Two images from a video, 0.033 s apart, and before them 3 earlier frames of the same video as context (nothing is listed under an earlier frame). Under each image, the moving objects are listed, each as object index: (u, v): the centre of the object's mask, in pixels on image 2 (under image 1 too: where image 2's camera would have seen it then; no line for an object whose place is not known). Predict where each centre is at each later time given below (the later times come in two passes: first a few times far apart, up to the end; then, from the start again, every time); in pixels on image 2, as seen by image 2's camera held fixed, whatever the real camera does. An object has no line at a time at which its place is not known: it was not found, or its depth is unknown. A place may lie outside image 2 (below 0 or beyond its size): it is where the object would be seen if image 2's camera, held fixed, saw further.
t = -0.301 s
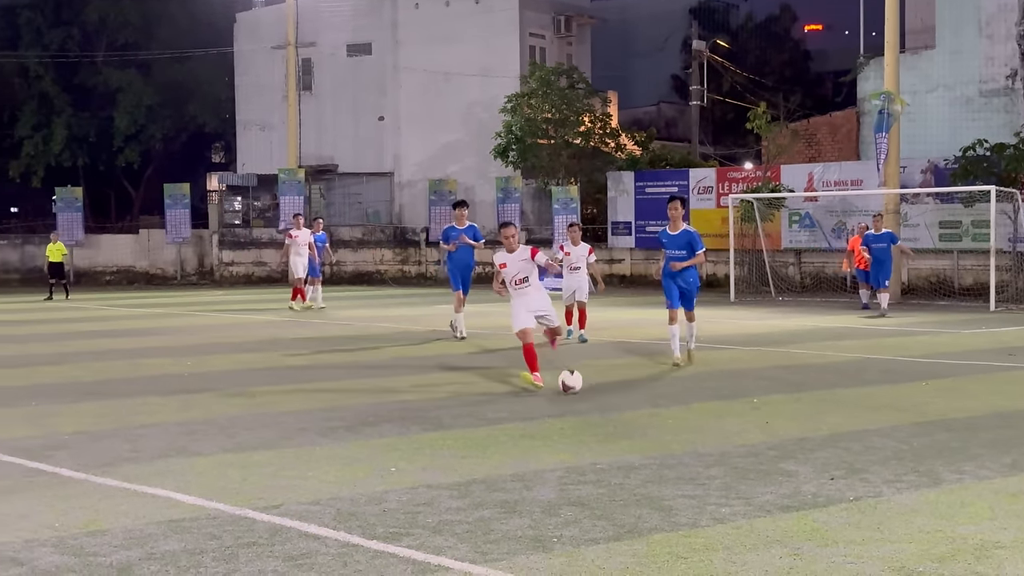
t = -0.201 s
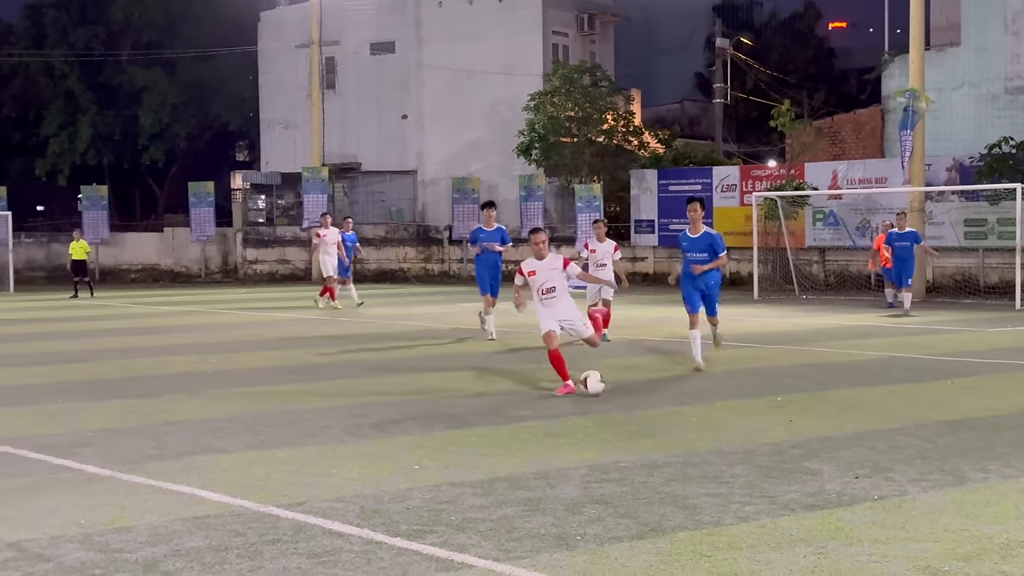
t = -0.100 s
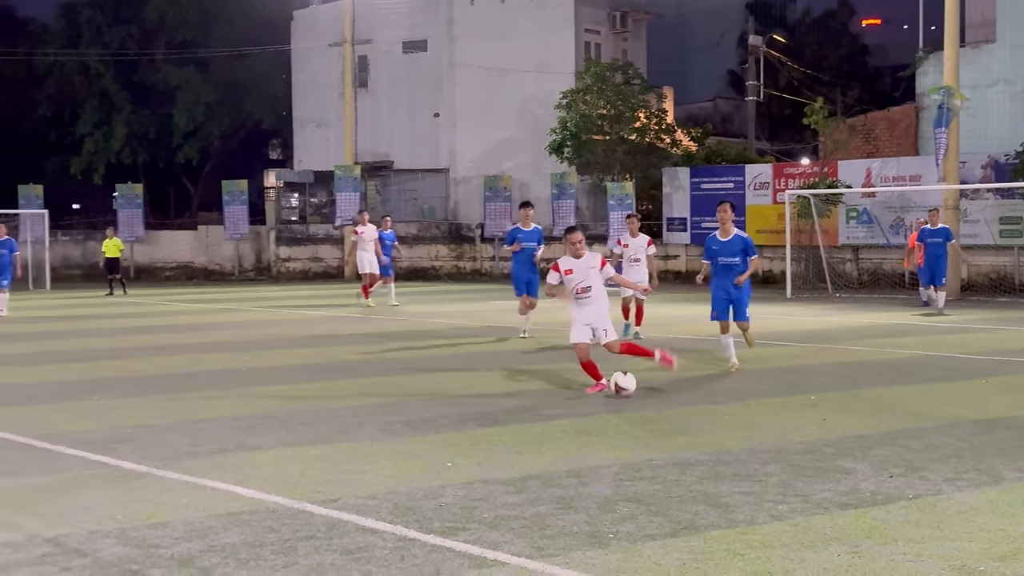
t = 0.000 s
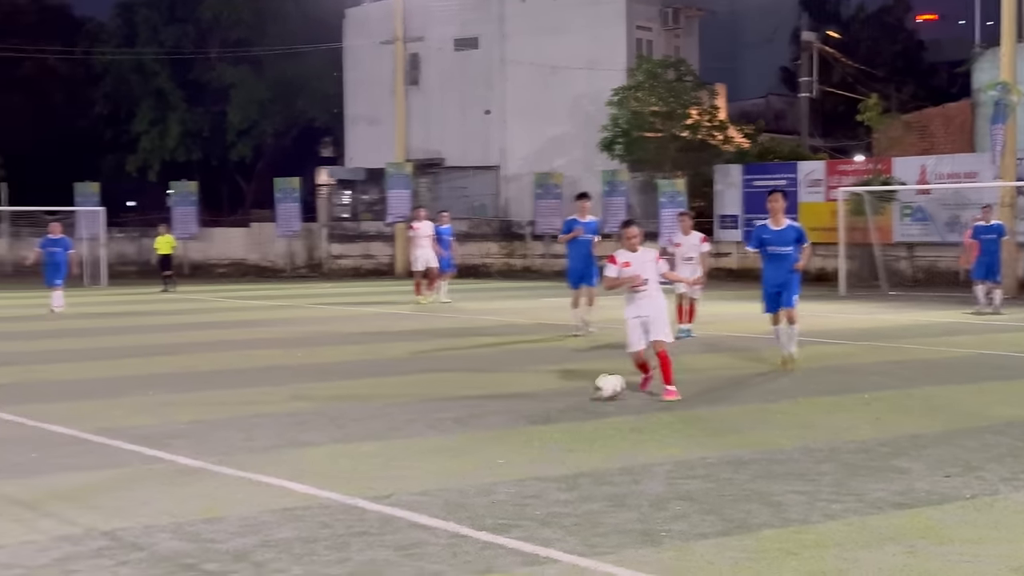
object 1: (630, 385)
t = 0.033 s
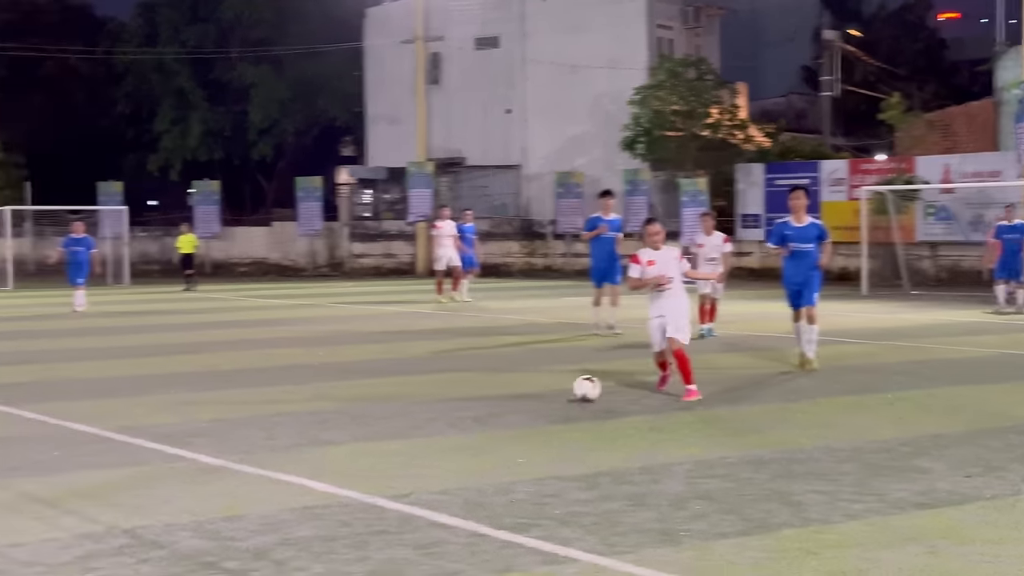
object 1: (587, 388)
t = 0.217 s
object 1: (365, 393)
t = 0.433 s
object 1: (109, 400)
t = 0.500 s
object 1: (29, 401)
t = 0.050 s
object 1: (566, 390)
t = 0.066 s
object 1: (544, 392)
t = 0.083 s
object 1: (522, 392)
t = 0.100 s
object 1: (504, 390)
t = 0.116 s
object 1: (484, 390)
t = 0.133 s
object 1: (464, 390)
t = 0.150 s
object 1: (444, 390)
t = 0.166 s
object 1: (426, 390)
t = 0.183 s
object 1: (404, 390)
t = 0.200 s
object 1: (385, 391)
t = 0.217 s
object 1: (365, 393)
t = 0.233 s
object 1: (344, 394)
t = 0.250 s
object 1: (323, 396)
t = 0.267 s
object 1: (303, 399)
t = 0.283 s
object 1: (281, 402)
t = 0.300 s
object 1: (259, 406)
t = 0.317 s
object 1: (237, 410)
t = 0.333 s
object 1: (217, 410)
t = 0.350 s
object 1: (199, 408)
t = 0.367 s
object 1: (182, 405)
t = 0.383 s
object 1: (163, 404)
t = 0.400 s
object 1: (145, 403)
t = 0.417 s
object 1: (126, 401)
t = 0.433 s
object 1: (109, 400)
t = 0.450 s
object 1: (89, 400)
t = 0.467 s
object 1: (70, 400)
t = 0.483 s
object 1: (50, 400)
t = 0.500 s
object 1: (29, 401)
